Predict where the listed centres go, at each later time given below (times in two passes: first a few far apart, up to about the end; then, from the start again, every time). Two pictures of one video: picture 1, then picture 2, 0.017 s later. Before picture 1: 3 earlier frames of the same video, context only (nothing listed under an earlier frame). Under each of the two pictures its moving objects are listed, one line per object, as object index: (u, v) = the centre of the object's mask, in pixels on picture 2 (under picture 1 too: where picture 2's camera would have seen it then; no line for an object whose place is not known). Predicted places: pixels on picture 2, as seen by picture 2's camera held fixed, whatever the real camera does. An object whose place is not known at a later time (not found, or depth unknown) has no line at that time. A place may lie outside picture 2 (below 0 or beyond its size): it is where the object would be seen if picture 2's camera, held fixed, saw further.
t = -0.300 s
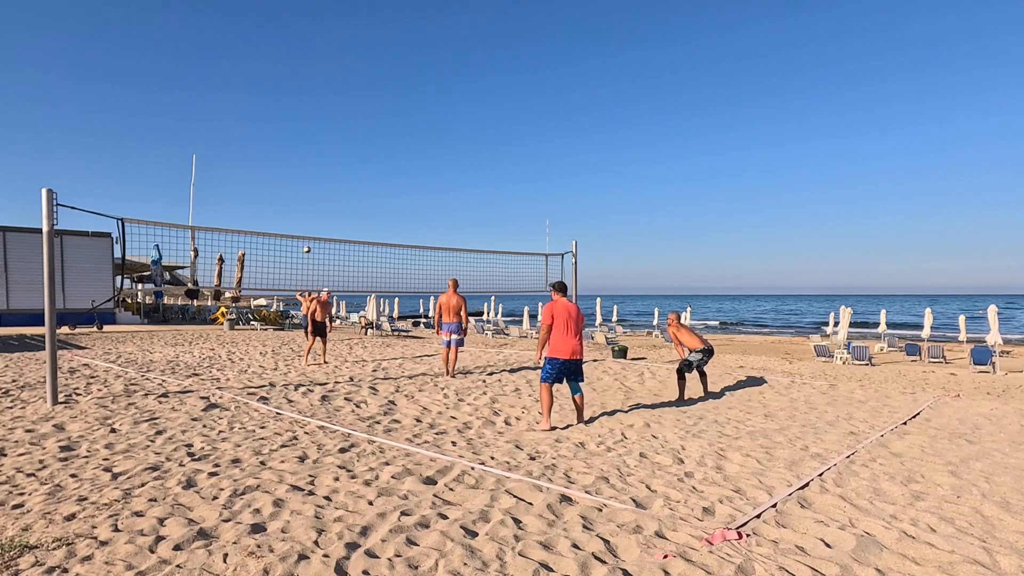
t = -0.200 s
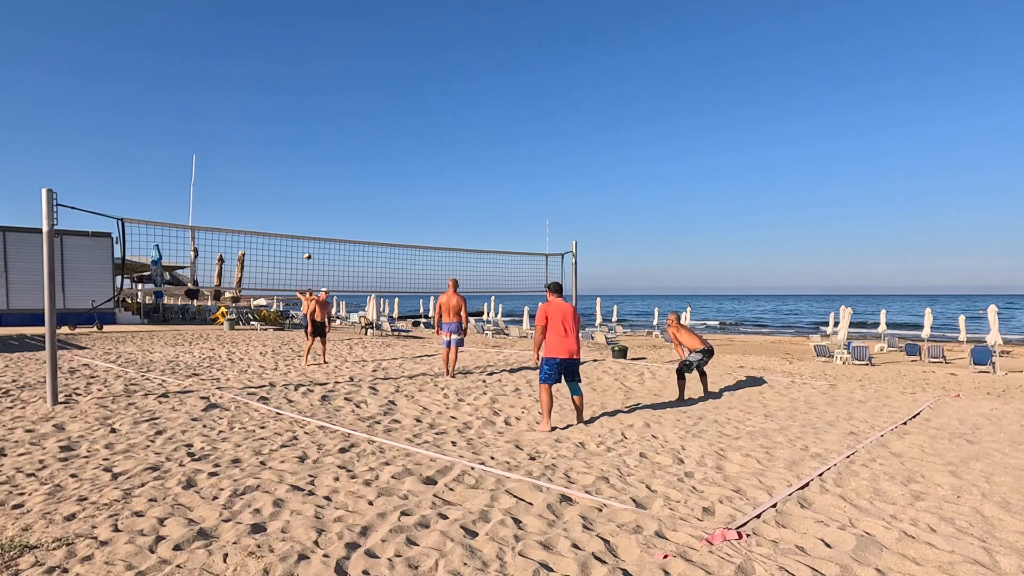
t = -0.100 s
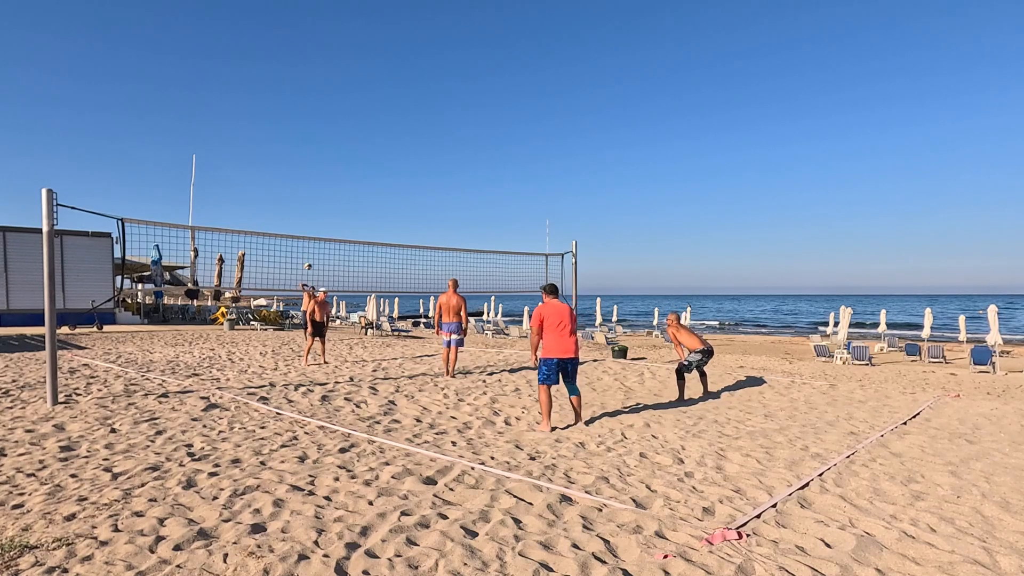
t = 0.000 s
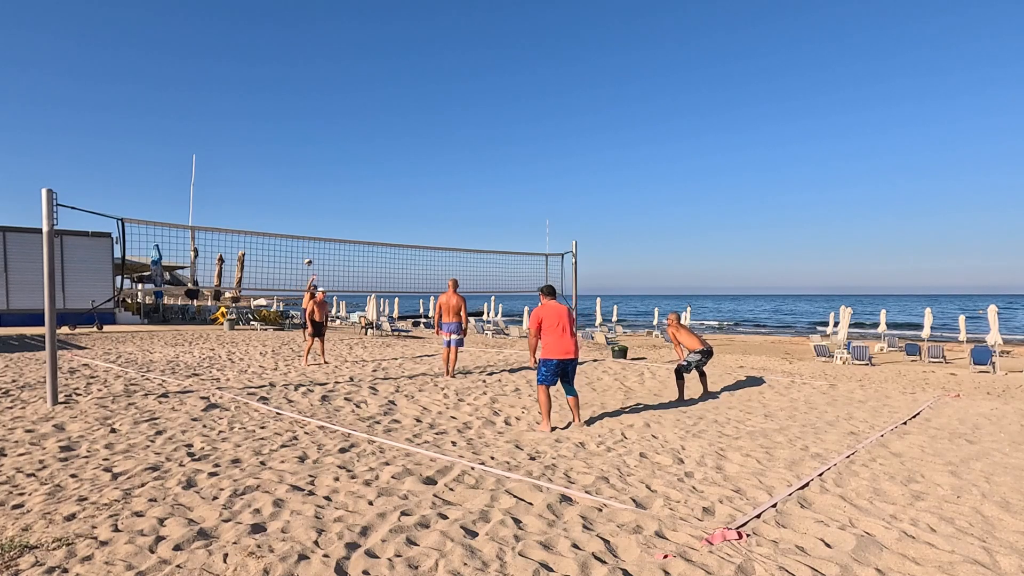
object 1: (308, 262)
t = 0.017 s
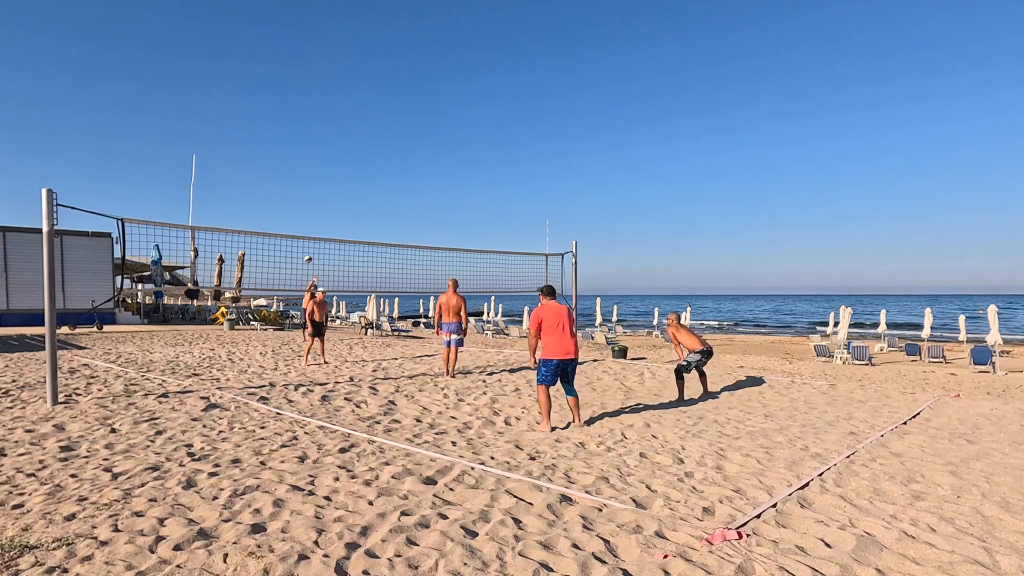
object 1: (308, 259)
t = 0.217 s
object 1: (307, 226)
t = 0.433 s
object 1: (306, 200)
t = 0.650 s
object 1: (308, 190)
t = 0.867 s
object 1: (310, 207)
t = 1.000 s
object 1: (312, 237)
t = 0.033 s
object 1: (308, 256)
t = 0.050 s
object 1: (307, 253)
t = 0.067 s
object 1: (307, 250)
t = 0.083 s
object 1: (307, 247)
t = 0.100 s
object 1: (307, 244)
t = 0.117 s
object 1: (307, 242)
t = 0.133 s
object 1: (307, 239)
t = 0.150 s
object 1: (307, 235)
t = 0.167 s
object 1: (307, 233)
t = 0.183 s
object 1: (307, 231)
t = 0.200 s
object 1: (307, 228)
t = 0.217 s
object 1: (307, 226)
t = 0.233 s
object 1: (307, 223)
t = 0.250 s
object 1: (307, 221)
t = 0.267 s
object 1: (307, 218)
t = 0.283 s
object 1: (307, 216)
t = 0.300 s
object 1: (307, 214)
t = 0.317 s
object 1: (307, 212)
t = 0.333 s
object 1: (307, 210)
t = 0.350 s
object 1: (306, 208)
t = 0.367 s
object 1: (306, 206)
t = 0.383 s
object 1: (306, 204)
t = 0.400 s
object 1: (306, 203)
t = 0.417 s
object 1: (306, 201)
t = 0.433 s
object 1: (306, 200)
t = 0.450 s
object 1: (307, 199)
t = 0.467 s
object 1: (307, 197)
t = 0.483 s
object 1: (307, 196)
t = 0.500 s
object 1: (307, 195)
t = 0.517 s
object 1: (307, 194)
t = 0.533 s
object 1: (307, 193)
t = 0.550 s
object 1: (308, 193)
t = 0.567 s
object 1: (308, 192)
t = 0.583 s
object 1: (308, 191)
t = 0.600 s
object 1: (308, 191)
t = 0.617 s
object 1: (308, 191)
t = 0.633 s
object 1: (308, 190)
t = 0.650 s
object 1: (308, 190)
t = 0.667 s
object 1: (309, 191)
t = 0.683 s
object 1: (309, 191)
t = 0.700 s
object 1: (309, 191)
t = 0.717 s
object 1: (309, 192)
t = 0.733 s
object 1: (309, 193)
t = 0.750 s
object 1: (309, 194)
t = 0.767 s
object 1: (309, 195)
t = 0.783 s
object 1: (309, 196)
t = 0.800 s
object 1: (310, 198)
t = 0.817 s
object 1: (310, 200)
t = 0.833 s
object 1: (310, 202)
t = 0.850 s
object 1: (310, 204)
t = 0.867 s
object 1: (310, 207)
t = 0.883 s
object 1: (311, 210)
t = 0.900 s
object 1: (311, 213)
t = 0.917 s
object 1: (311, 216)
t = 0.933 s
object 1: (311, 220)
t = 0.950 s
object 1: (311, 223)
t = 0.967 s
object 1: (311, 228)
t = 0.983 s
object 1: (312, 232)
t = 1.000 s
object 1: (312, 237)
